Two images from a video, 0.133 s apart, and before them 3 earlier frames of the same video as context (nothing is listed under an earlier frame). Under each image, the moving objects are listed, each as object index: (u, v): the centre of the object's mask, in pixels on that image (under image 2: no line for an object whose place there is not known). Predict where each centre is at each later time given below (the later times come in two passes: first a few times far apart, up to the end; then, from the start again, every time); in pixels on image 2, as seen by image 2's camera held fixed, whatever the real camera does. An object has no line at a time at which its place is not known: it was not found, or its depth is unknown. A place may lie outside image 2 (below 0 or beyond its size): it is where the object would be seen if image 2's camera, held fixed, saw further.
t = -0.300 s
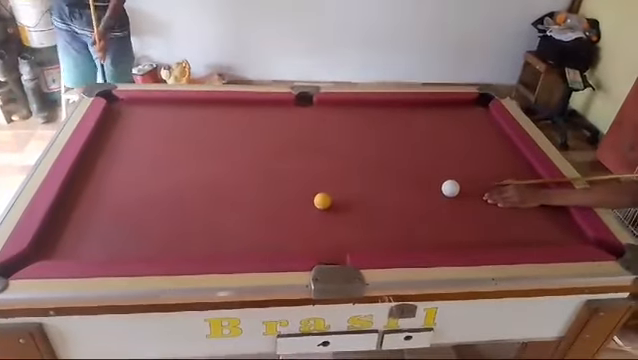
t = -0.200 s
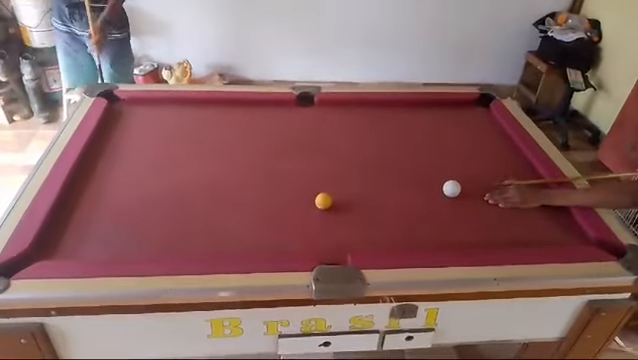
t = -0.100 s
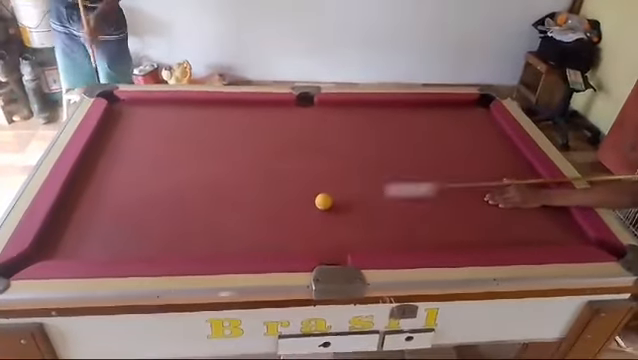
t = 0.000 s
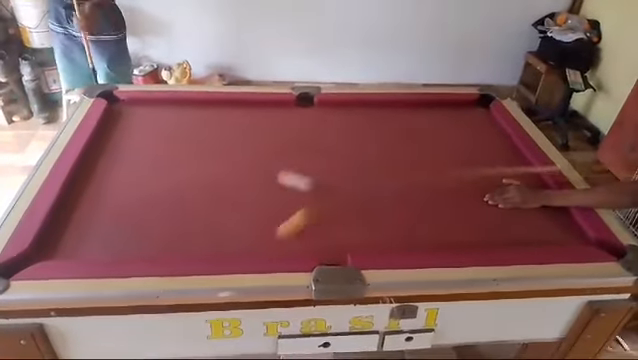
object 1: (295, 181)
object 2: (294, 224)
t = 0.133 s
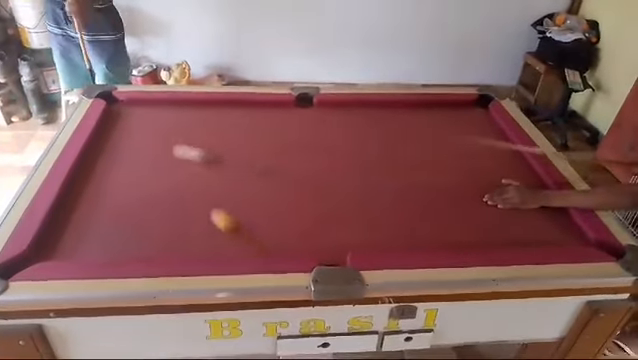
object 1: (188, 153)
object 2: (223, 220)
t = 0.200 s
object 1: (141, 142)
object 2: (204, 200)
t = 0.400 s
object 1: (178, 118)
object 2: (156, 151)
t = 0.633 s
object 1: (275, 109)
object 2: (113, 105)
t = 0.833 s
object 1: (348, 120)
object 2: (113, 100)
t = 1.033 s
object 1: (424, 132)
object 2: (113, 102)
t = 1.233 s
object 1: (503, 144)
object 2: (114, 102)
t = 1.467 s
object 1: (475, 169)
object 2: (117, 103)
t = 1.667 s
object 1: (436, 193)
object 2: (118, 103)
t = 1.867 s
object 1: (392, 222)
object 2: (119, 103)
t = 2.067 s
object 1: (340, 244)
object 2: (119, 103)
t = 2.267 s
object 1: (286, 228)
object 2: (119, 102)
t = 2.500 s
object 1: (229, 211)
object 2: (119, 103)
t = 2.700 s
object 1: (183, 197)
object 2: (119, 103)
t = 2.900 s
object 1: (141, 184)
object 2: (119, 103)
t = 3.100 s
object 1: (103, 172)
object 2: (119, 103)
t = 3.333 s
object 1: (100, 158)
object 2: (119, 103)
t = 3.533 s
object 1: (132, 146)
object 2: (119, 103)
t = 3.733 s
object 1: (161, 135)
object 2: (119, 103)
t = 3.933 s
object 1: (186, 126)
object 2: (119, 103)
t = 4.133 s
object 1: (211, 117)
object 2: (119, 103)
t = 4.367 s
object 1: (236, 107)
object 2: (119, 103)
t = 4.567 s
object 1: (254, 107)
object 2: (119, 103)
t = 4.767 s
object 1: (268, 112)
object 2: (119, 103)
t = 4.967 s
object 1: (283, 116)
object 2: (118, 102)
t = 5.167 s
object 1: (298, 121)
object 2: (118, 103)
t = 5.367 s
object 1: (313, 126)
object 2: (119, 103)
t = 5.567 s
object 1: (327, 130)
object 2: (118, 103)
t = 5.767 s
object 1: (341, 134)
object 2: (118, 102)
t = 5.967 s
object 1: (355, 139)
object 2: (118, 103)
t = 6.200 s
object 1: (371, 144)
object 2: (118, 103)
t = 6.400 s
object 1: (384, 147)
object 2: (118, 103)
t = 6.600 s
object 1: (397, 151)
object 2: (119, 103)
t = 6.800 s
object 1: (410, 155)
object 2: (119, 103)
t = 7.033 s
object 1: (425, 159)
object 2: (118, 103)
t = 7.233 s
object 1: (437, 162)
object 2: (119, 103)
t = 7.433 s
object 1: (449, 166)
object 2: (119, 103)
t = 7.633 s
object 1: (459, 169)
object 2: (118, 103)
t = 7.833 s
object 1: (470, 172)
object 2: (118, 103)
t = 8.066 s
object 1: (482, 175)
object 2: (118, 103)
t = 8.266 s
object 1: (491, 178)
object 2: (118, 103)
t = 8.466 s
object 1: (500, 181)
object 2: (118, 103)
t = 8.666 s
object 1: (508, 184)
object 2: (118, 103)
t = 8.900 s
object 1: (517, 186)
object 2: (119, 103)
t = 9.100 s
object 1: (525, 189)
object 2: (118, 103)
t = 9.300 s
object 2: (118, 103)
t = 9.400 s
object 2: (118, 103)
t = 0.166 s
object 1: (164, 147)
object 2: (213, 209)
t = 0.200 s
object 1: (141, 142)
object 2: (204, 200)
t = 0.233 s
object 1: (117, 135)
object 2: (194, 190)
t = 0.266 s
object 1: (102, 130)
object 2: (184, 181)
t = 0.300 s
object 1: (117, 126)
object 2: (177, 173)
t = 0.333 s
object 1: (139, 123)
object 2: (170, 166)
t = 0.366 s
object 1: (159, 120)
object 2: (163, 158)
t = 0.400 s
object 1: (178, 118)
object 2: (156, 151)
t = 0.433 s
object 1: (196, 114)
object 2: (150, 144)
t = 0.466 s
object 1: (210, 111)
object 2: (142, 138)
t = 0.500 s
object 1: (225, 108)
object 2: (136, 130)
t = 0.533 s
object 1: (239, 105)
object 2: (129, 124)
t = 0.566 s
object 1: (252, 104)
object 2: (124, 117)
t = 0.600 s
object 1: (264, 107)
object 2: (118, 110)
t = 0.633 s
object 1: (275, 109)
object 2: (113, 105)
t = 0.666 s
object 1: (287, 110)
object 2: (113, 100)
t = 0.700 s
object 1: (299, 112)
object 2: (112, 99)
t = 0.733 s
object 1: (311, 114)
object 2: (111, 100)
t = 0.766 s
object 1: (323, 116)
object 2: (112, 100)
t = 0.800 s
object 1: (336, 118)
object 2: (112, 100)
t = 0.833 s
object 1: (348, 120)
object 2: (113, 100)
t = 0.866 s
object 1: (360, 122)
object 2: (113, 100)
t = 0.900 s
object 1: (372, 124)
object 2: (113, 101)
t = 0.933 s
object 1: (385, 126)
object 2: (113, 101)
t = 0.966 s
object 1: (397, 128)
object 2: (113, 101)
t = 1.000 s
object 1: (411, 130)
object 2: (113, 102)
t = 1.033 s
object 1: (424, 132)
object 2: (113, 102)
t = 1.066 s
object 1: (436, 134)
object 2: (113, 102)
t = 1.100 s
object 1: (449, 136)
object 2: (113, 102)
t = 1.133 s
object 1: (462, 138)
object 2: (114, 102)
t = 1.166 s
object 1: (475, 140)
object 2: (114, 102)
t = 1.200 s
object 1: (491, 142)
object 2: (115, 103)
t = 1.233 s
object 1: (503, 144)
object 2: (114, 102)
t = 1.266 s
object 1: (511, 146)
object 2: (115, 103)
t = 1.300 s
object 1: (504, 151)
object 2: (115, 103)
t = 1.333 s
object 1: (498, 154)
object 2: (116, 103)
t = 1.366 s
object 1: (492, 158)
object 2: (116, 103)
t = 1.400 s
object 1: (487, 161)
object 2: (116, 103)
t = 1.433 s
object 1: (481, 165)
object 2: (117, 103)
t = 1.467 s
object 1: (475, 169)
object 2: (117, 103)
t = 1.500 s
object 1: (468, 172)
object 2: (117, 103)
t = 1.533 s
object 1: (463, 176)
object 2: (117, 103)
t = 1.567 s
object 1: (456, 180)
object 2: (117, 103)
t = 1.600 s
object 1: (449, 184)
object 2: (117, 103)
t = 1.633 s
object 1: (443, 188)
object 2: (117, 103)
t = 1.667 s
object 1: (436, 193)
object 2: (118, 103)
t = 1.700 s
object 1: (429, 197)
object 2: (118, 103)
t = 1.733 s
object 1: (422, 202)
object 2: (119, 103)
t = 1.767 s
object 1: (415, 207)
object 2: (119, 103)
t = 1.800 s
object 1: (408, 211)
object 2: (119, 103)
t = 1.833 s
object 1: (399, 216)
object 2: (119, 103)
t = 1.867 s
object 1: (392, 222)
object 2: (119, 103)
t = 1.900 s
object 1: (384, 226)
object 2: (119, 103)
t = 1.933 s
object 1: (376, 232)
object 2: (119, 103)
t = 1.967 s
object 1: (367, 237)
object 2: (119, 103)
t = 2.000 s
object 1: (358, 242)
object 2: (119, 103)
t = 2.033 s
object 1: (349, 246)
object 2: (119, 103)
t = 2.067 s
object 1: (340, 244)
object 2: (119, 103)
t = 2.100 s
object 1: (331, 242)
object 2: (119, 103)
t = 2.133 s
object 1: (321, 239)
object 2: (119, 103)
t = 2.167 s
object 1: (313, 236)
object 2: (119, 103)
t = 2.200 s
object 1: (304, 233)
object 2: (119, 103)
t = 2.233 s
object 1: (295, 231)
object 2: (119, 103)
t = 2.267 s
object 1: (286, 228)
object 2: (119, 102)
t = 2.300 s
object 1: (278, 225)
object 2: (119, 102)
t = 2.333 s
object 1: (269, 223)
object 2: (119, 103)
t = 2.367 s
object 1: (261, 221)
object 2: (119, 103)
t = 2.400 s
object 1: (252, 218)
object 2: (119, 103)
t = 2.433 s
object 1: (245, 216)
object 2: (119, 103)
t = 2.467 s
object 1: (237, 214)
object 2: (119, 103)
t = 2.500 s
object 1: (229, 211)
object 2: (119, 103)
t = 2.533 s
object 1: (222, 209)
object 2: (118, 103)
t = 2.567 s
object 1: (213, 206)
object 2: (119, 103)
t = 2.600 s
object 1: (206, 204)
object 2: (119, 103)
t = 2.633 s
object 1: (199, 202)
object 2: (119, 103)
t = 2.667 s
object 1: (191, 199)
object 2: (119, 103)
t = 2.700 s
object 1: (183, 197)
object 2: (119, 103)
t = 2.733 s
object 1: (176, 195)
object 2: (119, 103)
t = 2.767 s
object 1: (170, 193)
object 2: (119, 103)
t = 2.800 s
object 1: (162, 191)
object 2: (119, 103)
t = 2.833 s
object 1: (155, 189)
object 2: (119, 103)
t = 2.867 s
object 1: (148, 186)
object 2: (119, 103)
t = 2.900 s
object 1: (141, 184)
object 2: (119, 103)
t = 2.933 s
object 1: (135, 182)
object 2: (119, 103)
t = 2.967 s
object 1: (128, 180)
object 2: (119, 103)
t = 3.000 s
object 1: (122, 178)
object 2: (119, 103)
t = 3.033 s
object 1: (116, 176)
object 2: (119, 103)
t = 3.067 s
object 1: (109, 174)
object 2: (119, 103)
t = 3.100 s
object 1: (103, 172)
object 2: (119, 103)
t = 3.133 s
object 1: (98, 170)
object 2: (119, 103)
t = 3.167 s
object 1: (91, 168)
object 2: (119, 103)
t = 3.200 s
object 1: (85, 166)
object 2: (119, 103)
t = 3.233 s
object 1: (84, 163)
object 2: (119, 103)
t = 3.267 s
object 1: (90, 162)
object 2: (119, 103)
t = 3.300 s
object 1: (95, 160)
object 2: (119, 103)
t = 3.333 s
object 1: (100, 158)
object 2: (119, 103)
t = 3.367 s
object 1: (105, 156)
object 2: (119, 103)
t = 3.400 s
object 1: (111, 154)
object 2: (119, 102)
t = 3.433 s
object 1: (116, 152)
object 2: (119, 103)
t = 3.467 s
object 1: (121, 150)
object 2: (119, 103)
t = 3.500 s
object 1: (126, 148)
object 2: (119, 103)
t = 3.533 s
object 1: (132, 146)
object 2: (119, 103)
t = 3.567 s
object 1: (137, 144)
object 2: (119, 103)
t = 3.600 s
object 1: (142, 142)
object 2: (119, 103)
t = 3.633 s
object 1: (146, 141)
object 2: (119, 103)
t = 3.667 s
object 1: (151, 139)
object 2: (119, 103)
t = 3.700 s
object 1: (156, 137)
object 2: (119, 103)
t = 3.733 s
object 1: (161, 135)
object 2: (119, 103)
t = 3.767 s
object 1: (166, 134)
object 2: (119, 103)
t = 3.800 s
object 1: (170, 132)
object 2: (119, 103)
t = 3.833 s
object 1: (175, 130)
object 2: (119, 103)
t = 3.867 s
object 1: (179, 129)
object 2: (119, 103)
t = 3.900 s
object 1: (182, 127)
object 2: (119, 103)
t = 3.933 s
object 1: (186, 126)
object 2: (119, 103)
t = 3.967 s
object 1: (191, 124)
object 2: (119, 103)
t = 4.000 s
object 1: (194, 122)
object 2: (119, 103)
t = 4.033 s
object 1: (199, 121)
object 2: (119, 103)
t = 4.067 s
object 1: (203, 119)
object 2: (119, 103)
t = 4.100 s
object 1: (207, 118)
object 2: (119, 103)
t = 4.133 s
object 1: (211, 117)
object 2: (119, 103)
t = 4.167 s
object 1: (215, 115)
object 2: (119, 103)
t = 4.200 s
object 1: (219, 114)
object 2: (119, 103)
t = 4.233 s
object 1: (222, 112)
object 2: (119, 103)
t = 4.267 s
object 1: (226, 111)
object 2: (119, 103)
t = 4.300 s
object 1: (229, 110)
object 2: (119, 103)
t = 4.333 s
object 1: (233, 108)
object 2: (119, 103)
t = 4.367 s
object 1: (236, 107)
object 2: (119, 103)
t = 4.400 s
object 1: (240, 106)
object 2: (119, 102)
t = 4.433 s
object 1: (243, 105)
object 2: (119, 103)
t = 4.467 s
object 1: (246, 104)
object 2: (119, 103)
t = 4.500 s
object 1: (248, 104)
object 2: (119, 102)
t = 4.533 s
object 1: (251, 105)
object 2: (119, 103)
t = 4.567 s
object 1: (254, 107)
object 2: (119, 103)
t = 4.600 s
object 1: (256, 107)
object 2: (119, 103)
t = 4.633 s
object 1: (259, 108)
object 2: (119, 103)
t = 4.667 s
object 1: (261, 109)
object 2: (119, 103)
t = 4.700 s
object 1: (263, 110)
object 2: (119, 103)
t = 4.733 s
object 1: (266, 111)
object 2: (119, 103)
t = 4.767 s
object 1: (268, 112)
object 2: (119, 103)
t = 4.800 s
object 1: (271, 112)
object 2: (119, 103)
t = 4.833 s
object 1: (273, 113)
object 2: (118, 103)
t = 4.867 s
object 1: (276, 114)
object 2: (119, 103)
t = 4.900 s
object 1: (278, 115)
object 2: (118, 103)
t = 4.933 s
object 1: (281, 115)
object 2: (118, 103)
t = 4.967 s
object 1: (283, 116)
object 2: (118, 102)
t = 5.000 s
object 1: (286, 117)
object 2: (118, 103)
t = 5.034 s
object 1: (288, 118)
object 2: (118, 103)
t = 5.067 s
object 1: (291, 119)
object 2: (118, 103)
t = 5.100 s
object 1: (293, 119)
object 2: (119, 103)
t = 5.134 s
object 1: (296, 120)
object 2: (119, 103)
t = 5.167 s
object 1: (298, 121)
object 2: (118, 103)
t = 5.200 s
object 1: (300, 122)
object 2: (118, 103)
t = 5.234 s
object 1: (303, 123)
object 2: (119, 103)
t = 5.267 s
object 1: (305, 123)
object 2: (119, 103)
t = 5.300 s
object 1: (308, 124)
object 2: (118, 103)
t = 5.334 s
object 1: (310, 125)
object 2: (118, 103)
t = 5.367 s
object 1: (313, 126)
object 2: (119, 103)
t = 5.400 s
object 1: (315, 126)
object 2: (119, 102)
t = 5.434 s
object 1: (317, 127)
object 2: (118, 103)
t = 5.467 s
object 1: (320, 128)
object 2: (118, 102)
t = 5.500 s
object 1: (322, 129)
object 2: (118, 103)
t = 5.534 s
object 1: (325, 130)
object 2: (118, 103)
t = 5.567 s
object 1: (327, 130)
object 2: (118, 103)
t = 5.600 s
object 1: (329, 131)
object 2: (118, 103)
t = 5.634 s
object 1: (331, 132)
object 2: (118, 102)
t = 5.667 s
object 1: (334, 133)
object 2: (118, 102)
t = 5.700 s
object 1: (336, 133)
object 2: (118, 102)
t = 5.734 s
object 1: (339, 134)
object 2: (118, 102)
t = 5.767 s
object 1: (341, 134)
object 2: (118, 102)
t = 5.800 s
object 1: (343, 135)
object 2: (118, 103)
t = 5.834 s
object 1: (346, 136)
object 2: (118, 103)
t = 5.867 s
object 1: (348, 137)
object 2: (118, 103)
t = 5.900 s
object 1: (350, 138)
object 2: (118, 102)
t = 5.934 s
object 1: (352, 138)
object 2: (118, 103)
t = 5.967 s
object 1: (355, 139)
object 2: (118, 103)
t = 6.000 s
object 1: (357, 140)
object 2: (118, 103)
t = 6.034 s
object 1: (359, 140)
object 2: (118, 103)
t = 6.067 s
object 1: (362, 141)
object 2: (118, 103)
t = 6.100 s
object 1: (364, 142)
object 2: (118, 103)
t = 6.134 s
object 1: (366, 142)
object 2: (118, 103)
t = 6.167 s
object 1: (369, 143)
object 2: (118, 103)
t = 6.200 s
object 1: (371, 144)
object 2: (118, 103)
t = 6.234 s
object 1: (373, 145)
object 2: (118, 103)
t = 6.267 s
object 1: (375, 145)
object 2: (118, 103)
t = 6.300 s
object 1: (377, 146)
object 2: (118, 103)
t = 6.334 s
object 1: (380, 146)
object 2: (118, 103)
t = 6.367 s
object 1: (382, 147)
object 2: (118, 103)
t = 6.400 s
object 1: (384, 147)
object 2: (118, 103)
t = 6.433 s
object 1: (387, 148)
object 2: (118, 103)
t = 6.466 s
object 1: (389, 149)
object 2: (119, 103)
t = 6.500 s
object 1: (391, 149)
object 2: (118, 103)
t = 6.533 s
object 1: (393, 150)
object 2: (118, 103)
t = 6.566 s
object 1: (395, 150)
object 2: (119, 103)
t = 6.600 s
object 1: (397, 151)
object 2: (119, 103)
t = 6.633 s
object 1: (400, 152)
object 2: (119, 103)
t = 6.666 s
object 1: (402, 152)
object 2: (119, 103)
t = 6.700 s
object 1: (404, 153)
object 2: (119, 103)
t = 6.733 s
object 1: (406, 153)
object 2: (119, 103)
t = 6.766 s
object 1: (408, 154)
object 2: (119, 103)
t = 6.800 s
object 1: (410, 155)
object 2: (119, 103)
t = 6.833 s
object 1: (412, 155)
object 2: (119, 103)
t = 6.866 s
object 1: (414, 156)
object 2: (119, 103)
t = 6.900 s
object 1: (417, 157)
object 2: (118, 103)
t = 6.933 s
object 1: (419, 157)
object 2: (118, 103)
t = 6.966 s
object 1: (421, 158)
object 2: (119, 103)
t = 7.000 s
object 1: (423, 158)
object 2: (118, 103)
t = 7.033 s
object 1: (425, 159)
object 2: (118, 103)
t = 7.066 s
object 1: (427, 159)
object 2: (118, 103)
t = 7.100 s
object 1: (429, 160)
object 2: (118, 103)
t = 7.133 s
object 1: (431, 161)
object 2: (119, 103)
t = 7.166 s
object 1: (433, 161)
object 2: (118, 103)
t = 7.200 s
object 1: (435, 162)
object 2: (119, 103)
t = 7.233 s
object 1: (437, 162)
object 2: (119, 103)
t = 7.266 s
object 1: (439, 163)
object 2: (118, 103)
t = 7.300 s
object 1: (441, 164)
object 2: (118, 103)
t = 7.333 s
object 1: (443, 164)
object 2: (118, 103)
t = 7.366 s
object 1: (445, 165)
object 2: (119, 103)
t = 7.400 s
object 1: (447, 165)
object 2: (118, 103)
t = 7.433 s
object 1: (449, 166)
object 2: (119, 103)
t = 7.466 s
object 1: (450, 166)
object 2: (119, 103)
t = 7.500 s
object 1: (452, 167)
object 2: (118, 103)
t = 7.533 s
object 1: (454, 168)
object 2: (119, 103)
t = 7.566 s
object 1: (456, 168)
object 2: (118, 103)
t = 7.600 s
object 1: (458, 168)
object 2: (119, 103)
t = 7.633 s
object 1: (459, 169)
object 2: (118, 103)
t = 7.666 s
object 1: (461, 169)
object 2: (118, 103)
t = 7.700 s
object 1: (463, 170)
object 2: (118, 103)
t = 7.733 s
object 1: (465, 170)
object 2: (118, 103)
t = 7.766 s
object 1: (466, 171)
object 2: (118, 103)
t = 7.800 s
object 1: (468, 172)
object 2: (118, 103)
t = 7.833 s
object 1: (470, 172)
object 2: (118, 103)
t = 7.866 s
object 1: (471, 173)
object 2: (118, 103)
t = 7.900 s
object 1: (473, 173)
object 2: (118, 103)
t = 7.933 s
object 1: (475, 174)
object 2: (118, 103)
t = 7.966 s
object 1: (477, 174)
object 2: (118, 103)
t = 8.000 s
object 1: (478, 174)
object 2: (118, 103)
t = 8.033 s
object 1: (480, 175)
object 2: (118, 103)
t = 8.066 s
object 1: (482, 175)
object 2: (118, 103)
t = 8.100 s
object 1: (483, 176)
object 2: (118, 103)
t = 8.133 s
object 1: (485, 176)
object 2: (118, 103)
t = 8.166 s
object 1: (486, 177)
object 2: (118, 103)
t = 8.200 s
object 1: (488, 177)
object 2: (119, 103)
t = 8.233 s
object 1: (490, 178)
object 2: (119, 103)
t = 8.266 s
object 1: (491, 178)
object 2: (118, 103)
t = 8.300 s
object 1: (492, 179)
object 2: (118, 103)
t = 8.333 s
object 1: (494, 179)
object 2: (118, 103)
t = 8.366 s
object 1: (496, 179)
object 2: (118, 103)
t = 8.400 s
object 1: (497, 180)
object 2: (118, 103)
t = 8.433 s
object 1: (498, 180)
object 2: (118, 103)
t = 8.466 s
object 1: (500, 181)
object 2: (118, 103)
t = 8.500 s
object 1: (501, 181)
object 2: (118, 103)
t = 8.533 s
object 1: (503, 182)
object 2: (118, 103)
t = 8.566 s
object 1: (504, 182)
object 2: (118, 102)
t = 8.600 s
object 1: (506, 183)
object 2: (118, 103)
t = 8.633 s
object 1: (507, 183)
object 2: (119, 103)
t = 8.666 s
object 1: (508, 184)
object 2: (118, 103)
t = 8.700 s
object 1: (510, 184)
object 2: (118, 103)
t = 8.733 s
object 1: (511, 185)
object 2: (119, 103)
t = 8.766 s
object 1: (512, 185)
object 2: (118, 103)
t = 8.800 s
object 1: (513, 186)
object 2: (118, 103)
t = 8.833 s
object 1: (515, 186)
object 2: (118, 103)
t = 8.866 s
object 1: (516, 186)
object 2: (118, 103)
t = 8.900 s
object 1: (517, 186)
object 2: (119, 103)
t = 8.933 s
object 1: (519, 187)
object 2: (118, 103)
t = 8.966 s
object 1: (520, 188)
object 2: (118, 103)
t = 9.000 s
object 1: (521, 188)
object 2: (119, 103)
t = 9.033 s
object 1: (522, 188)
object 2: (119, 103)
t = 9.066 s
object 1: (523, 189)
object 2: (118, 103)
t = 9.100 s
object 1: (525, 189)
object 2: (118, 103)
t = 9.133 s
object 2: (119, 103)
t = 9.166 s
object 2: (119, 103)
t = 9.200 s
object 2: (119, 103)
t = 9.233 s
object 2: (119, 103)
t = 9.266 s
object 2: (118, 103)
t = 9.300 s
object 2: (118, 103)
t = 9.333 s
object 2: (119, 103)
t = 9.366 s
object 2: (119, 103)
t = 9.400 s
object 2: (118, 103)
